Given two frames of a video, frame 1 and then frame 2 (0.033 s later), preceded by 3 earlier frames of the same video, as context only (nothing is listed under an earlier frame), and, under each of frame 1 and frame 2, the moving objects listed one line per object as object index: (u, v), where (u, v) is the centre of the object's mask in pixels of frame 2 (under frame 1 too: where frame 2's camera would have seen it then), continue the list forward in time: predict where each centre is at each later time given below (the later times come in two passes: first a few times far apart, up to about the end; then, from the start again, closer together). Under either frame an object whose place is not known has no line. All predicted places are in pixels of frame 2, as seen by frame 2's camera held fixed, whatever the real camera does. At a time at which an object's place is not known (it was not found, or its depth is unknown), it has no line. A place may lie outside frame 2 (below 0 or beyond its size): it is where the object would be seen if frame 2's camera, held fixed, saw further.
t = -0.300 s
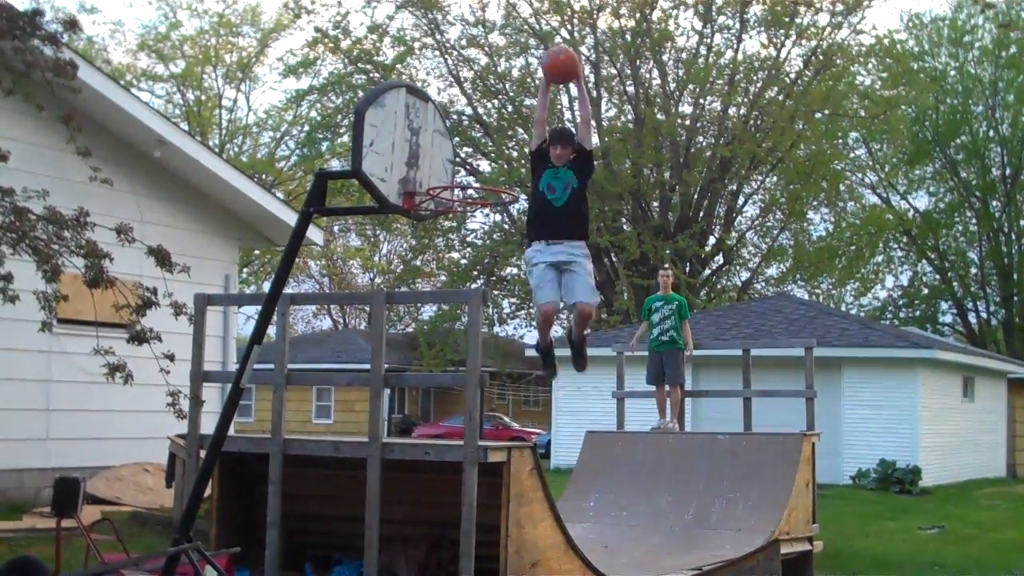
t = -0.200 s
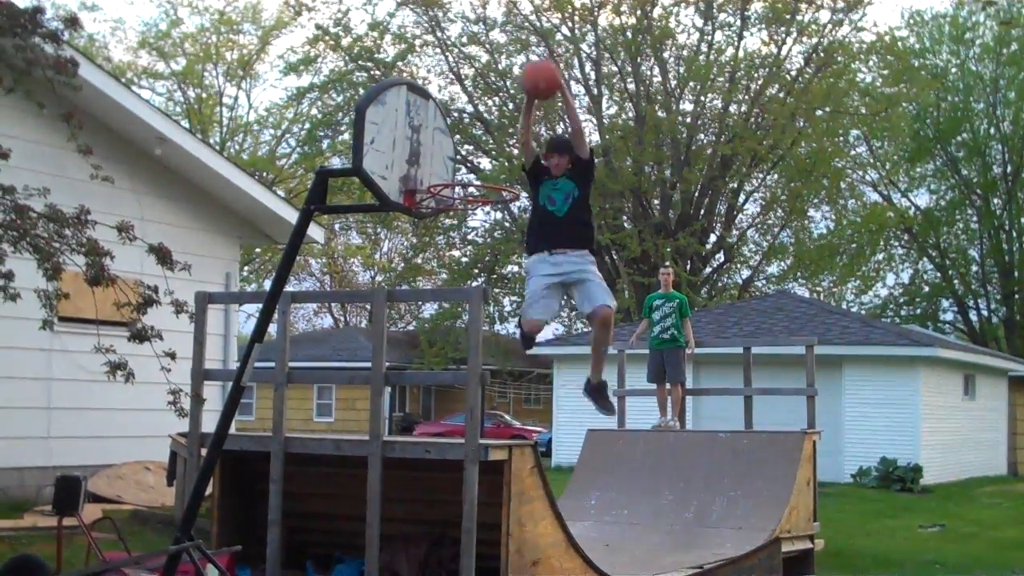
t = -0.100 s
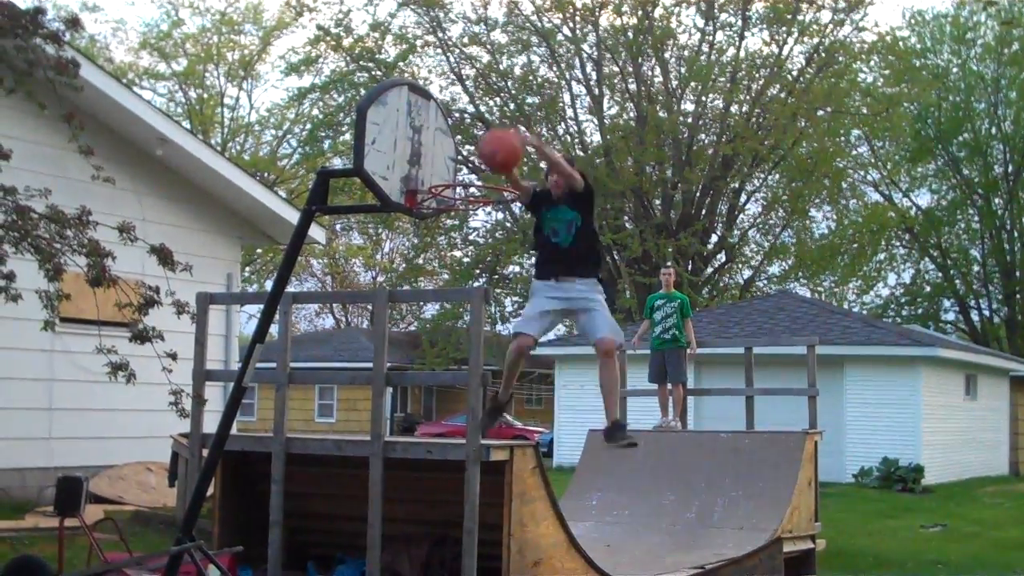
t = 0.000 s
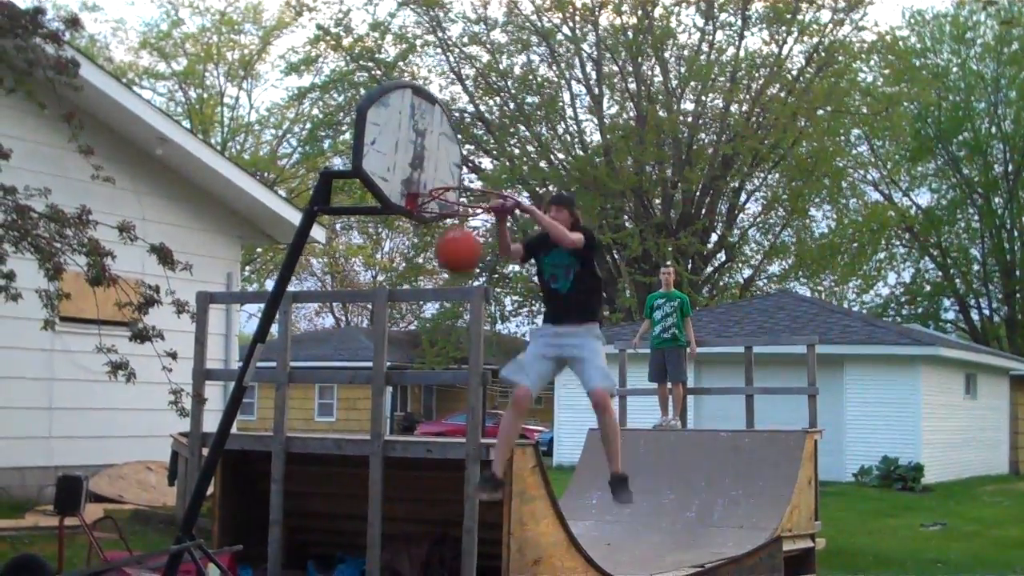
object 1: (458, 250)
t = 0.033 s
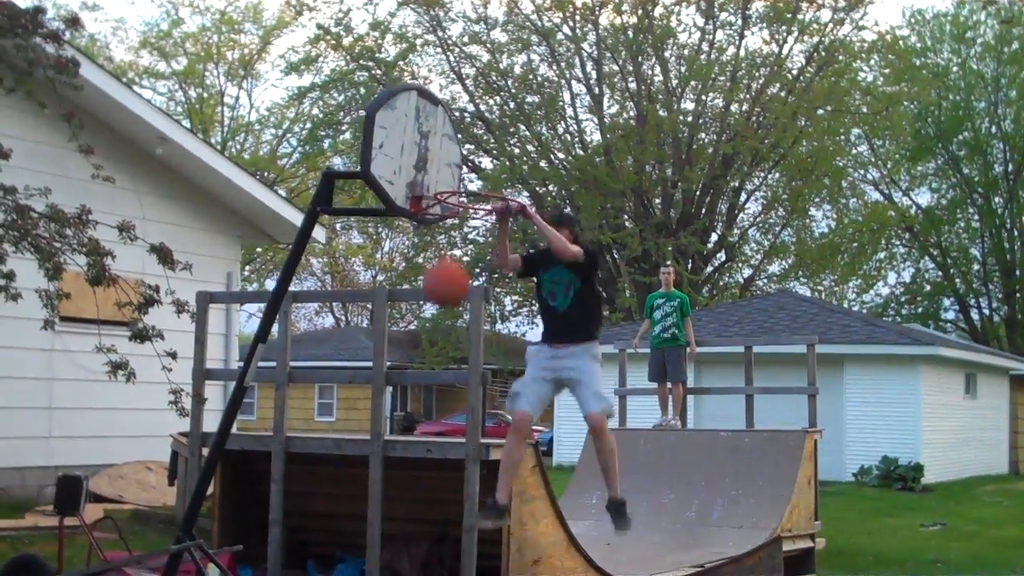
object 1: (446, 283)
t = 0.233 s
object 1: (366, 555)
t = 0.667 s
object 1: (347, 557)
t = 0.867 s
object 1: (357, 568)
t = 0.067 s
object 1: (433, 321)
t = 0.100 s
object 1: (422, 362)
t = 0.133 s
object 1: (408, 404)
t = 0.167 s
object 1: (395, 455)
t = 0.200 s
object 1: (379, 504)
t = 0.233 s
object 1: (366, 555)
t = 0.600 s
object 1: (342, 572)
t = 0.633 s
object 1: (344, 562)
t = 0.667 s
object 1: (347, 557)
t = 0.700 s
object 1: (349, 553)
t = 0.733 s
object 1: (350, 552)
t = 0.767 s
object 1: (352, 552)
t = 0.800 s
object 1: (354, 556)
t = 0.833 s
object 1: (355, 560)
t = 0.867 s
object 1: (357, 568)
